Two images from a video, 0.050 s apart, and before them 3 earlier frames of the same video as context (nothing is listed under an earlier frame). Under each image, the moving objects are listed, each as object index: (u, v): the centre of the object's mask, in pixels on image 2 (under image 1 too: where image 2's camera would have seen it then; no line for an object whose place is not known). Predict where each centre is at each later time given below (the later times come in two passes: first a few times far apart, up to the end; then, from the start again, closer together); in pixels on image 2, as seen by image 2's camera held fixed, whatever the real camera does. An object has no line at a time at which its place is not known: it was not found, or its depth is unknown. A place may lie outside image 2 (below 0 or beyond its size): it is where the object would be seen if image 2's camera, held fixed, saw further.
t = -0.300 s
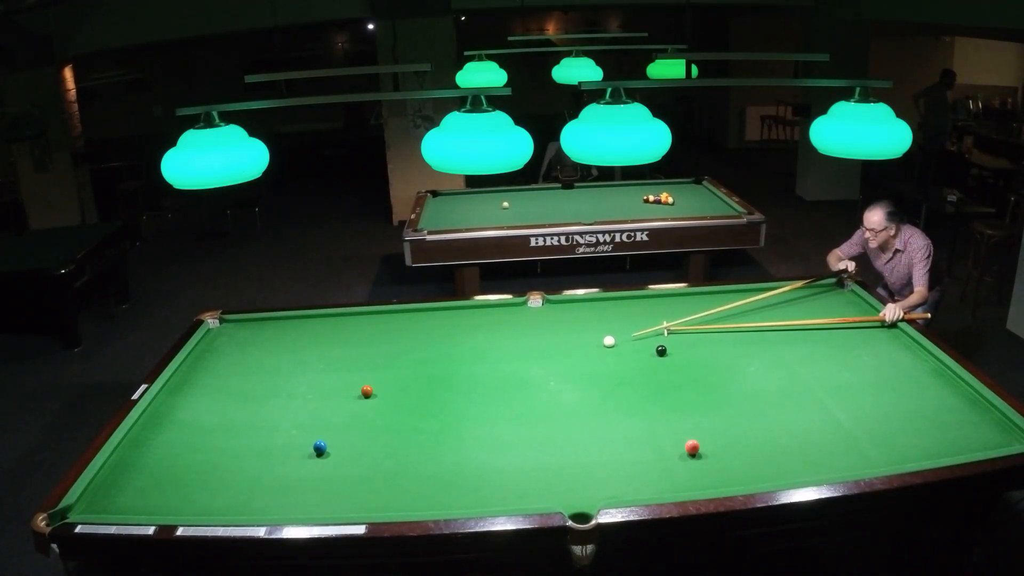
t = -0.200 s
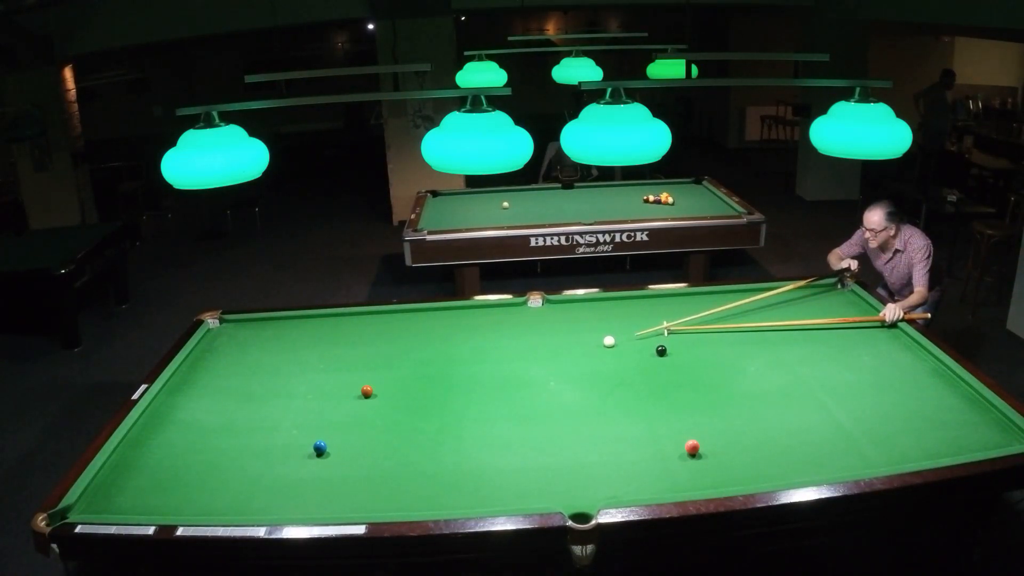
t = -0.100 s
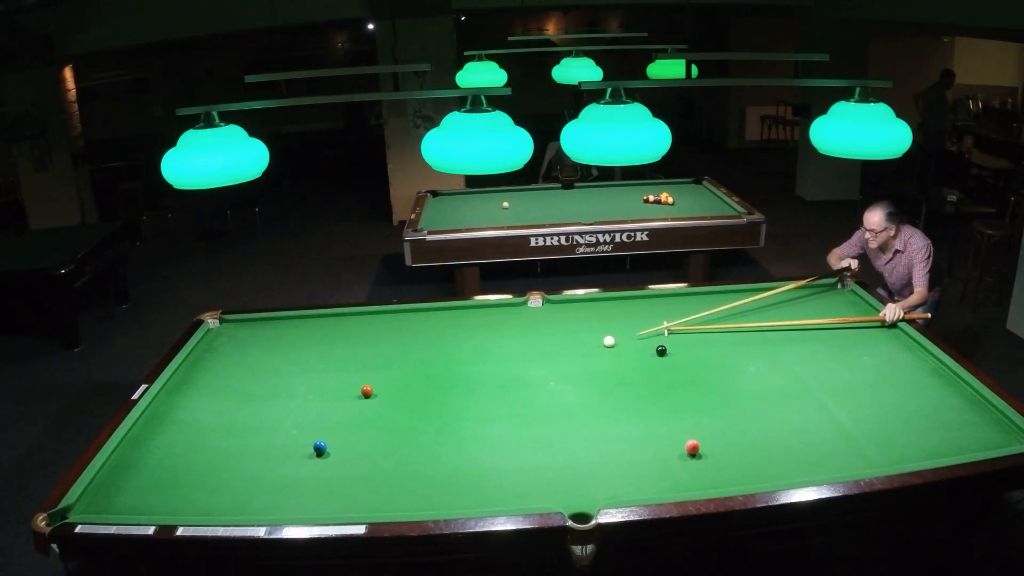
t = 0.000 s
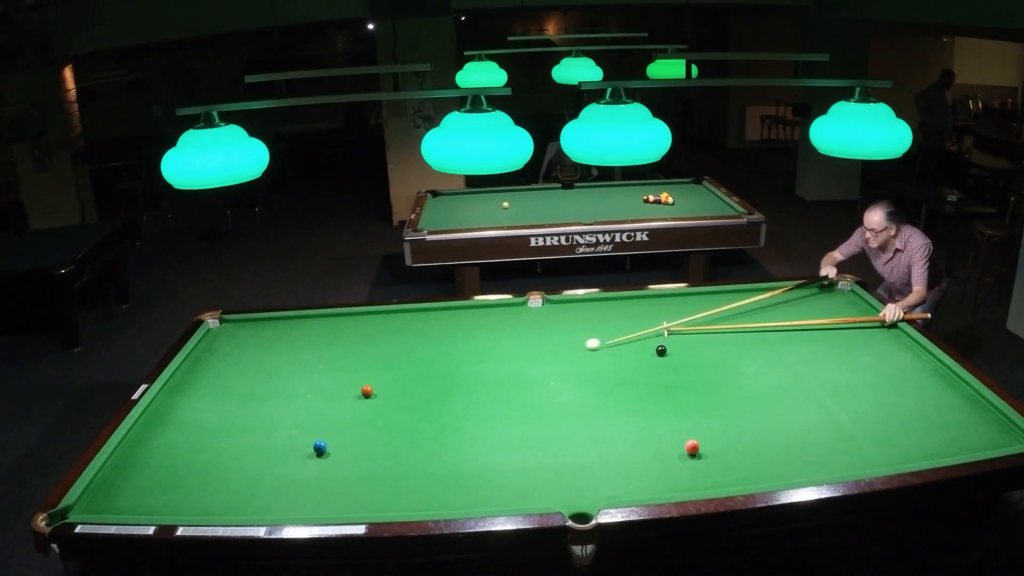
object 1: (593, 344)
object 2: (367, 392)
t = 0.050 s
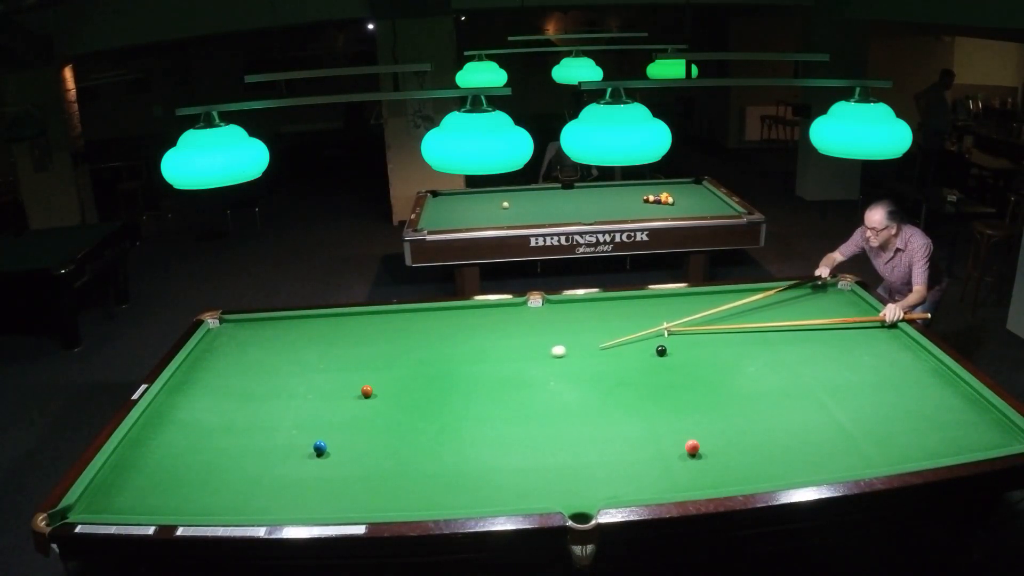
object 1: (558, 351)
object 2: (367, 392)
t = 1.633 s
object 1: (261, 355)
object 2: (124, 468)
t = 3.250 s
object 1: (505, 335)
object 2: (319, 360)
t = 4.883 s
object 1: (690, 317)
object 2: (420, 316)
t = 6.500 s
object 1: (803, 305)
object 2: (455, 336)
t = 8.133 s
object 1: (854, 298)
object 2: (467, 343)
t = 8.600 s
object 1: (846, 298)
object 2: (467, 343)
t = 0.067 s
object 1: (547, 353)
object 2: (367, 391)
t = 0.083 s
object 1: (535, 356)
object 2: (367, 391)
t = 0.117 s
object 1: (513, 360)
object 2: (367, 392)
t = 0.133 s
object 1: (502, 362)
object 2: (367, 392)
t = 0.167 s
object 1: (481, 366)
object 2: (367, 391)
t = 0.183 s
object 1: (470, 368)
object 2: (367, 391)
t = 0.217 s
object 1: (449, 372)
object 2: (367, 391)
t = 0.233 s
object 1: (438, 374)
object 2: (367, 391)
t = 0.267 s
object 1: (418, 378)
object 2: (367, 391)
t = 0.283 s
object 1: (408, 380)
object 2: (367, 391)
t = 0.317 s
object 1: (389, 384)
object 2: (367, 391)
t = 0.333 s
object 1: (380, 385)
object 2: (367, 391)
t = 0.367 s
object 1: (371, 384)
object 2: (357, 396)
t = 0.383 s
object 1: (367, 384)
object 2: (351, 399)
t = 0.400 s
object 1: (364, 383)
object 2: (345, 402)
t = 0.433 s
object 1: (356, 381)
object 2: (334, 407)
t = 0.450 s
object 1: (352, 380)
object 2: (329, 410)
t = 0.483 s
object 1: (344, 379)
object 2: (318, 415)
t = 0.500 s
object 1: (339, 378)
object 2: (314, 417)
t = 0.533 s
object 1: (331, 377)
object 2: (304, 422)
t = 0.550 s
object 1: (327, 377)
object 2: (299, 424)
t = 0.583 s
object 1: (318, 376)
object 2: (290, 429)
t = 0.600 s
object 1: (313, 376)
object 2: (285, 431)
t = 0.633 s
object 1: (305, 375)
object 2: (275, 436)
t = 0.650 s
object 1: (301, 374)
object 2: (270, 438)
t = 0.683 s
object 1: (293, 373)
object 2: (260, 443)
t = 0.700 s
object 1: (289, 373)
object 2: (255, 445)
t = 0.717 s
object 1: (284, 373)
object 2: (250, 448)
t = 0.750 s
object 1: (277, 372)
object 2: (240, 453)
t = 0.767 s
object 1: (273, 371)
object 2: (235, 455)
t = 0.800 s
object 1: (265, 370)
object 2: (225, 460)
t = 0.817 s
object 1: (261, 370)
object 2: (220, 462)
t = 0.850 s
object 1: (253, 369)
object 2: (210, 467)
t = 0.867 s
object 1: (250, 369)
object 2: (205, 469)
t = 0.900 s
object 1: (242, 368)
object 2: (194, 475)
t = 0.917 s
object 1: (239, 368)
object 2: (189, 477)
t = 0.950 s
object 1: (233, 367)
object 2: (181, 481)
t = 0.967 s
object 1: (229, 367)
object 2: (176, 483)
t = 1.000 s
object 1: (222, 366)
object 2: (165, 488)
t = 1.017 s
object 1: (219, 365)
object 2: (160, 491)
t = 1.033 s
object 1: (215, 365)
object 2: (154, 494)
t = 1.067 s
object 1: (208, 364)
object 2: (143, 499)
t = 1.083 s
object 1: (205, 364)
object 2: (138, 501)
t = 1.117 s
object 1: (198, 363)
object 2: (127, 506)
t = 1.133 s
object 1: (195, 363)
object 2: (122, 508)
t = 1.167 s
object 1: (188, 362)
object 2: (111, 511)
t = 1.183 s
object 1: (186, 362)
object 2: (107, 511)
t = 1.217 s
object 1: (192, 361)
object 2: (105, 509)
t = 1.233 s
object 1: (195, 361)
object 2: (104, 508)
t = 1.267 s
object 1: (201, 360)
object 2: (102, 505)
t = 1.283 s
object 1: (204, 360)
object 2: (101, 503)
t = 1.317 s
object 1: (209, 360)
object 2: (99, 499)
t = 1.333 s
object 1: (212, 359)
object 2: (98, 498)
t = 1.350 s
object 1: (215, 359)
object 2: (97, 496)
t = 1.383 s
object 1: (220, 359)
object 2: (95, 492)
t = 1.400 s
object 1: (223, 359)
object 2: (94, 491)
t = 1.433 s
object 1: (228, 358)
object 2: (92, 487)
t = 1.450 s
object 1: (231, 358)
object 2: (93, 486)
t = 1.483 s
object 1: (237, 357)
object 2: (99, 482)
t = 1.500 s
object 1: (239, 357)
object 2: (102, 481)
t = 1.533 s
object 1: (245, 357)
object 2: (108, 477)
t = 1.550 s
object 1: (247, 356)
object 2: (110, 476)
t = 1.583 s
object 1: (253, 356)
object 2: (116, 473)
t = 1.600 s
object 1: (256, 356)
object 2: (119, 471)
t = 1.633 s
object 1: (261, 355)
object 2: (124, 468)
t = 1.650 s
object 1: (264, 355)
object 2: (127, 467)
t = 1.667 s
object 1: (267, 355)
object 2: (129, 465)
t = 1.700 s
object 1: (272, 354)
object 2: (134, 463)
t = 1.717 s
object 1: (275, 354)
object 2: (137, 461)
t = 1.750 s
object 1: (280, 354)
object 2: (142, 458)
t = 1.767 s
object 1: (283, 354)
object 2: (144, 457)
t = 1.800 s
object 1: (288, 353)
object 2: (150, 454)
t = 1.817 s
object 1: (291, 353)
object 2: (152, 453)
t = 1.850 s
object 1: (296, 352)
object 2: (157, 450)
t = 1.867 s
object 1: (299, 352)
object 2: (159, 449)
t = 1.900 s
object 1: (304, 352)
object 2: (164, 446)
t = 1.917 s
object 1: (307, 352)
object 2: (167, 444)
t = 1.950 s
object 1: (312, 351)
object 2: (172, 442)
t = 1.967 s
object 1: (315, 351)
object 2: (174, 440)
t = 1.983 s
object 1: (318, 351)
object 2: (176, 439)
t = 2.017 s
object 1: (323, 350)
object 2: (181, 436)
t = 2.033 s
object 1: (326, 350)
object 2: (183, 436)
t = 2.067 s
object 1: (331, 350)
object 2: (188, 433)
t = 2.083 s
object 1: (333, 349)
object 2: (190, 431)
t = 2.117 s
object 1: (338, 349)
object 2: (195, 429)
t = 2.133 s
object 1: (341, 349)
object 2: (197, 428)
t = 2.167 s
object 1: (346, 348)
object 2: (201, 425)
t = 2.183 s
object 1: (349, 348)
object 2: (204, 424)
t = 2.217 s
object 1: (354, 347)
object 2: (208, 422)
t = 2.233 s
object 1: (357, 347)
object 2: (210, 420)
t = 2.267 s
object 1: (362, 347)
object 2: (214, 418)
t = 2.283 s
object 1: (365, 347)
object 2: (217, 417)
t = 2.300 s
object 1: (367, 346)
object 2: (219, 416)
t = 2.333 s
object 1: (372, 346)
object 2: (223, 413)
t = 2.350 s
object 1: (375, 346)
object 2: (225, 412)
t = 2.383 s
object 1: (380, 345)
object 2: (229, 410)
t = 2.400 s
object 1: (383, 345)
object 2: (231, 409)
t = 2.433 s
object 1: (388, 345)
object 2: (235, 406)
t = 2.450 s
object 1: (390, 344)
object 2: (237, 405)
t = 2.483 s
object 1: (395, 344)
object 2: (241, 403)
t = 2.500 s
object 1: (398, 344)
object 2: (243, 402)
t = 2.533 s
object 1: (403, 343)
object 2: (247, 400)
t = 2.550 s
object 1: (405, 343)
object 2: (249, 399)
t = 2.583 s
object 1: (410, 343)
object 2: (252, 397)
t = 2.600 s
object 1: (412, 342)
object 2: (254, 396)
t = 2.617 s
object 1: (415, 342)
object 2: (256, 395)
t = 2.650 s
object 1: (420, 342)
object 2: (260, 393)
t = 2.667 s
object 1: (422, 342)
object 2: (262, 392)
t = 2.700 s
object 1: (427, 341)
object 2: (266, 390)
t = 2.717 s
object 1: (430, 341)
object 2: (267, 389)
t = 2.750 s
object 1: (435, 341)
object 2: (271, 387)
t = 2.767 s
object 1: (437, 340)
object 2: (273, 386)
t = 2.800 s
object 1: (442, 340)
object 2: (276, 384)
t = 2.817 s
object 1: (444, 340)
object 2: (278, 382)
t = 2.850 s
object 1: (449, 339)
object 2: (281, 381)
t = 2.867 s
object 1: (451, 339)
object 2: (283, 380)
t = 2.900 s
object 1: (456, 339)
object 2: (286, 378)
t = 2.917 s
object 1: (459, 339)
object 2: (288, 377)
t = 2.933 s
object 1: (461, 338)
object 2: (290, 376)
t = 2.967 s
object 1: (466, 338)
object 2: (293, 374)
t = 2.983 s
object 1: (468, 338)
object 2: (295, 374)
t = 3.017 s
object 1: (473, 337)
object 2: (298, 372)
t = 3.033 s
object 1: (475, 337)
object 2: (299, 371)
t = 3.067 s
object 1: (480, 337)
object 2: (303, 369)
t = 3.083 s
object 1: (482, 337)
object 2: (304, 368)
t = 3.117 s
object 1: (487, 336)
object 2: (307, 367)
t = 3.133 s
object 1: (489, 336)
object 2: (309, 366)
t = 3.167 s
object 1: (494, 336)
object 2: (312, 364)
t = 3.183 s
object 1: (496, 335)
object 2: (313, 363)
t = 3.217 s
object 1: (500, 335)
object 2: (316, 362)
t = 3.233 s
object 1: (503, 335)
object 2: (318, 361)
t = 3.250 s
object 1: (505, 335)
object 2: (319, 360)
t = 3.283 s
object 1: (509, 334)
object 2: (322, 359)
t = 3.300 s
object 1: (512, 334)
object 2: (324, 358)
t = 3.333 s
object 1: (516, 334)
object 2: (327, 356)
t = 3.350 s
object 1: (518, 333)
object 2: (328, 355)
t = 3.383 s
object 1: (523, 333)
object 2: (331, 354)
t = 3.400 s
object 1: (525, 333)
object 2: (332, 353)
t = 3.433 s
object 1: (529, 332)
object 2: (335, 352)
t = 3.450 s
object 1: (531, 332)
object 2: (336, 351)
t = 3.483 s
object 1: (536, 332)
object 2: (339, 349)
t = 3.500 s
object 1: (538, 332)
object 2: (341, 349)
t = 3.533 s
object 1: (542, 331)
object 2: (343, 347)
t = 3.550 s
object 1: (544, 331)
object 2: (344, 347)
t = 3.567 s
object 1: (546, 331)
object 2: (346, 346)
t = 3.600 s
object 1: (551, 330)
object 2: (348, 345)
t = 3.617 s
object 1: (553, 330)
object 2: (350, 344)
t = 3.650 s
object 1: (557, 330)
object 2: (352, 342)
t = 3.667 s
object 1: (559, 330)
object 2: (353, 342)
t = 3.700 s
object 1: (563, 329)
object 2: (356, 340)
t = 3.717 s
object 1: (565, 329)
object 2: (357, 340)
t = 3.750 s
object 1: (569, 329)
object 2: (360, 338)
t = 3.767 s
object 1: (571, 329)
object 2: (361, 338)
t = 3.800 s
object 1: (576, 328)
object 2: (363, 336)
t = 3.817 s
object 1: (577, 328)
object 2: (364, 336)
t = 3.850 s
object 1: (581, 328)
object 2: (367, 334)
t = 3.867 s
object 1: (583, 327)
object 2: (368, 334)
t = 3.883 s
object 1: (585, 327)
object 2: (369, 333)
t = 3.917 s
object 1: (589, 327)
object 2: (372, 332)
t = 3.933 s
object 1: (591, 327)
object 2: (373, 331)
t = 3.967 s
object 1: (595, 326)
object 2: (375, 330)
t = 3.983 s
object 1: (597, 326)
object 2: (376, 330)
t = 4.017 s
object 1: (600, 326)
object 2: (378, 329)
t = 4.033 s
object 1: (602, 326)
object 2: (379, 328)
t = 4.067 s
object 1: (606, 325)
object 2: (382, 327)
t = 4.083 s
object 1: (608, 325)
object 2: (383, 326)
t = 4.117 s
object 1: (612, 325)
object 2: (385, 325)
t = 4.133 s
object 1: (614, 325)
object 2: (386, 324)
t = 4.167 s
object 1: (617, 324)
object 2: (388, 323)
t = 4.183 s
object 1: (619, 324)
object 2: (389, 323)
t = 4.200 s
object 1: (621, 324)
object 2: (390, 322)
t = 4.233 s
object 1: (625, 324)
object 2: (392, 321)
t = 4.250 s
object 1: (627, 323)
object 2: (393, 321)
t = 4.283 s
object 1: (630, 323)
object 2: (395, 320)
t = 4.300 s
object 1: (632, 323)
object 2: (396, 319)
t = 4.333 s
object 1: (635, 322)
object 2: (398, 318)
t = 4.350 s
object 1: (637, 322)
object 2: (399, 317)
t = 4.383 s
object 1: (641, 322)
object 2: (401, 316)
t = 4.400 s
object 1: (643, 322)
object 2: (402, 316)
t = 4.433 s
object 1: (646, 321)
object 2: (404, 315)
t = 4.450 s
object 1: (648, 321)
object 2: (405, 314)
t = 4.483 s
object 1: (651, 321)
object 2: (407, 313)
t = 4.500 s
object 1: (653, 321)
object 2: (408, 313)
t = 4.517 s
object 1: (654, 321)
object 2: (409, 312)
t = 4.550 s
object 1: (658, 320)
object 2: (410, 311)
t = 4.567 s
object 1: (659, 320)
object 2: (411, 311)
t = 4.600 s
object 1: (663, 320)
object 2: (412, 311)
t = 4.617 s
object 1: (664, 320)
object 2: (412, 312)
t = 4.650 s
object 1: (668, 319)
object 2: (414, 312)
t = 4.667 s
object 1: (669, 319)
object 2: (414, 312)
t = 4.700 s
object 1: (672, 319)
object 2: (415, 313)
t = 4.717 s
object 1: (674, 319)
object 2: (415, 313)
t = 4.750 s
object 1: (677, 318)
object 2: (416, 314)
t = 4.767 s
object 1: (679, 318)
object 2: (417, 314)
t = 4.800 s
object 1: (682, 318)
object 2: (418, 315)
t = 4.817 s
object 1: (683, 318)
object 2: (418, 315)
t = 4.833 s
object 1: (685, 318)
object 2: (419, 315)
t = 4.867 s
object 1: (688, 317)
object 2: (419, 316)
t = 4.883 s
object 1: (690, 317)
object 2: (420, 316)
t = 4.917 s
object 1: (693, 317)
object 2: (421, 316)
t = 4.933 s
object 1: (694, 317)
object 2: (421, 317)
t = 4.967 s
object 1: (697, 316)
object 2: (422, 317)
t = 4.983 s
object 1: (698, 316)
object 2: (423, 318)
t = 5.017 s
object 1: (702, 316)
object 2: (424, 318)
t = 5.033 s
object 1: (703, 316)
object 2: (424, 319)
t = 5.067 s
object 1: (706, 316)
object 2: (425, 319)
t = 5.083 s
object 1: (707, 316)
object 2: (425, 319)
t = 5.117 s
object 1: (710, 315)
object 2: (426, 320)
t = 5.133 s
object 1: (711, 315)
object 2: (426, 320)
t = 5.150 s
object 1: (713, 315)
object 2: (427, 320)
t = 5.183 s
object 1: (716, 315)
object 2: (428, 321)
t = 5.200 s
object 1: (717, 314)
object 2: (428, 321)
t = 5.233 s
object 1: (720, 314)
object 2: (429, 322)
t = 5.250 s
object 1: (721, 314)
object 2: (429, 322)
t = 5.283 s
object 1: (724, 314)
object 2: (430, 322)
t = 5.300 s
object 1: (725, 313)
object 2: (431, 322)
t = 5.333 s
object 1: (728, 313)
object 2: (431, 323)
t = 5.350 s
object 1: (729, 313)
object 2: (432, 323)
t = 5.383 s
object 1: (732, 313)
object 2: (433, 323)
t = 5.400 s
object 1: (733, 313)
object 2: (433, 324)
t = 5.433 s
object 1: (735, 312)
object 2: (434, 324)
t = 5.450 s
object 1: (737, 312)
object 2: (434, 325)
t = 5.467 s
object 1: (738, 312)
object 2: (435, 325)
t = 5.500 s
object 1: (741, 312)
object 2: (435, 325)
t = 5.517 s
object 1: (742, 312)
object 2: (436, 326)
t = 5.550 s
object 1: (744, 311)
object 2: (437, 326)
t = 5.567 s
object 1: (746, 311)
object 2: (437, 326)
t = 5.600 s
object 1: (748, 311)
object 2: (438, 327)
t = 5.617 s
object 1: (749, 311)
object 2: (438, 327)
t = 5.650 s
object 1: (751, 311)
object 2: (439, 327)
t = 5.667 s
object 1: (753, 311)
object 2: (439, 327)
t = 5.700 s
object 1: (755, 310)
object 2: (440, 328)
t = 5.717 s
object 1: (756, 310)
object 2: (440, 328)
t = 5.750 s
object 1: (758, 310)
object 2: (441, 328)
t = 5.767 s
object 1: (759, 310)
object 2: (442, 329)
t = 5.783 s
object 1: (761, 310)
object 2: (442, 329)
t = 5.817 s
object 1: (763, 310)
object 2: (442, 329)
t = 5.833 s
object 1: (764, 309)
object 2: (443, 329)
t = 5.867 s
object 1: (766, 309)
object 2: (444, 330)
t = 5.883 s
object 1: (767, 309)
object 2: (444, 330)
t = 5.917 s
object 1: (769, 309)
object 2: (445, 330)
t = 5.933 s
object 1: (771, 308)
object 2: (445, 330)
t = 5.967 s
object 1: (772, 308)
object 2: (446, 331)
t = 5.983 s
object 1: (774, 308)
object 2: (446, 331)
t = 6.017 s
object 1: (776, 308)
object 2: (447, 331)
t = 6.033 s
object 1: (777, 308)
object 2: (447, 332)
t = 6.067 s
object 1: (779, 308)
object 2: (447, 332)
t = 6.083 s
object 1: (780, 308)
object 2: (448, 332)
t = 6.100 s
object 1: (781, 307)
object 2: (448, 332)
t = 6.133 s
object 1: (783, 307)
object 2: (449, 333)
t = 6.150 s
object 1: (784, 307)
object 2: (449, 333)
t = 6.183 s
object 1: (786, 307)
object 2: (450, 333)
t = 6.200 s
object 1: (787, 307)
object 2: (450, 333)
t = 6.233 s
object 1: (789, 306)
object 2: (450, 333)
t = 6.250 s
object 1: (790, 306)
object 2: (451, 334)
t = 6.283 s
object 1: (791, 306)
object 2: (451, 334)
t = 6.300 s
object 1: (792, 306)
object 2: (452, 334)
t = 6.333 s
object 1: (794, 306)
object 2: (452, 335)
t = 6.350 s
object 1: (795, 306)
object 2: (452, 335)
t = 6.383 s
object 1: (797, 306)
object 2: (453, 335)
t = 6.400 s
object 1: (798, 305)
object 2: (453, 335)
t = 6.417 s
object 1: (799, 305)
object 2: (454, 336)
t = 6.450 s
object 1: (801, 305)
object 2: (454, 336)
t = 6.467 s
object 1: (802, 305)
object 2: (454, 336)
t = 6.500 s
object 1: (803, 305)
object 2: (455, 336)
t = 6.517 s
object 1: (804, 305)
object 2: (455, 336)
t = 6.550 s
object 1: (806, 305)
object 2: (456, 337)
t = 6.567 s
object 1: (807, 305)
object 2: (456, 337)
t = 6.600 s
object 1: (809, 304)
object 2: (457, 337)
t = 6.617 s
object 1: (810, 304)
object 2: (457, 337)
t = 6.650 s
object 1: (811, 304)
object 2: (457, 337)
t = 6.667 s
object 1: (812, 304)
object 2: (457, 337)
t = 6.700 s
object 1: (814, 304)
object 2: (458, 338)
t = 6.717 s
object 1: (814, 304)
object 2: (458, 338)
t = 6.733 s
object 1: (815, 304)
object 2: (458, 338)
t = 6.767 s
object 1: (817, 303)
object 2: (459, 338)
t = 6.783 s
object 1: (817, 303)
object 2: (459, 338)
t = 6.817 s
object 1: (819, 303)
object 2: (459, 339)
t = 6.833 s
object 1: (820, 303)
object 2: (460, 339)
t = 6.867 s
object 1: (822, 303)
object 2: (460, 339)
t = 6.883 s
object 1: (822, 303)
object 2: (460, 339)
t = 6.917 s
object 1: (824, 303)
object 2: (461, 339)
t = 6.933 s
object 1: (824, 302)
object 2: (461, 339)
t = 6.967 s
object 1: (826, 302)
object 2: (461, 340)
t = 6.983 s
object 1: (827, 302)
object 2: (462, 340)
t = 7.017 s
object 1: (828, 302)
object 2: (462, 340)
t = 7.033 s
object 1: (829, 302)
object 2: (462, 340)
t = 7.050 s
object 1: (830, 302)
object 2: (462, 340)
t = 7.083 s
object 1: (831, 302)
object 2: (463, 340)
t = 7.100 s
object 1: (832, 301)
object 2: (463, 340)
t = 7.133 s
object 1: (833, 302)
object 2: (463, 340)
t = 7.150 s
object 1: (834, 301)
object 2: (463, 340)
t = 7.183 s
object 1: (835, 301)
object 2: (464, 341)
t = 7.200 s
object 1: (836, 301)
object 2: (464, 341)
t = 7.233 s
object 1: (837, 301)
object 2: (464, 341)
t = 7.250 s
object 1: (838, 301)
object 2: (464, 341)
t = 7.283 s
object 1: (839, 301)
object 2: (465, 341)
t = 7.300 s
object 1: (840, 301)
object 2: (465, 341)
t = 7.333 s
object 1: (841, 300)
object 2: (465, 341)
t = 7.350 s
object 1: (842, 300)
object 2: (465, 341)
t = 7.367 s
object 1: (843, 300)
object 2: (465, 341)
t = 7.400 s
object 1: (844, 300)
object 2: (465, 342)
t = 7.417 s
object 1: (844, 300)
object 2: (465, 342)
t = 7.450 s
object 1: (845, 300)
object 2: (466, 342)
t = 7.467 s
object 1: (846, 300)
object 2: (466, 342)
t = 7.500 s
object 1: (847, 299)
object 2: (466, 342)
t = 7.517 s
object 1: (848, 300)
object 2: (466, 342)
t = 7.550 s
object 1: (849, 299)
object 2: (466, 342)
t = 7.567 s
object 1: (849, 299)
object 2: (466, 342)
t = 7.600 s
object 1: (851, 299)
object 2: (466, 342)
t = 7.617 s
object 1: (851, 299)
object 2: (467, 342)
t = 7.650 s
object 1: (852, 299)
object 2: (467, 342)
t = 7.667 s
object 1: (853, 299)
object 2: (467, 342)
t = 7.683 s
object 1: (854, 299)
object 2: (467, 342)
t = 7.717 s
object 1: (855, 299)
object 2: (467, 343)
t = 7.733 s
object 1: (855, 299)
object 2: (467, 343)
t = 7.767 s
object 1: (856, 298)
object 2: (467, 343)
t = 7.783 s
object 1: (857, 298)
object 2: (467, 343)
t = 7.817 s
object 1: (858, 298)
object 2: (467, 343)
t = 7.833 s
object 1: (858, 298)
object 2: (467, 343)
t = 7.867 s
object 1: (859, 298)
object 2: (467, 343)
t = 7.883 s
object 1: (858, 298)
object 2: (467, 343)
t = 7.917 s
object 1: (858, 298)
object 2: (467, 343)
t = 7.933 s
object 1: (857, 298)
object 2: (467, 343)
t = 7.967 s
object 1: (857, 298)
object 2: (467, 343)
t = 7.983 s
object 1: (856, 298)
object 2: (467, 343)
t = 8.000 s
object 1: (856, 298)
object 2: (467, 343)
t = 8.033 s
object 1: (855, 298)
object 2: (467, 343)
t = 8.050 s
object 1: (855, 298)
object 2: (467, 343)
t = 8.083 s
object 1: (855, 298)
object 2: (467, 343)
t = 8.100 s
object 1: (854, 298)
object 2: (467, 343)
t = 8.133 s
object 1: (854, 298)
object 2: (467, 343)
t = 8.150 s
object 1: (853, 298)
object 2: (467, 343)
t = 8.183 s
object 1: (853, 298)
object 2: (467, 343)
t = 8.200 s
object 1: (852, 298)
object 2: (467, 343)
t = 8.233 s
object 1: (852, 298)
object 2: (467, 343)
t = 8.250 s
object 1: (851, 298)
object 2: (467, 343)
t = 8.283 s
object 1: (851, 298)
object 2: (467, 343)
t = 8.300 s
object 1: (850, 298)
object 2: (467, 343)
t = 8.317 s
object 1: (850, 298)
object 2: (467, 343)
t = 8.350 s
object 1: (850, 298)
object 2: (467, 343)
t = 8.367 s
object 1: (849, 298)
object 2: (467, 343)
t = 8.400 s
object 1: (849, 298)
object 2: (467, 343)
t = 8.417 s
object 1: (849, 298)
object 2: (467, 343)
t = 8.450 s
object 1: (848, 298)
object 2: (467, 343)
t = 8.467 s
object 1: (848, 298)
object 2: (467, 343)
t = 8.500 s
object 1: (847, 298)
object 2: (467, 343)
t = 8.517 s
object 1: (847, 298)
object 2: (467, 343)
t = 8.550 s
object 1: (847, 298)
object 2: (467, 343)
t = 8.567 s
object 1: (846, 298)
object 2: (467, 343)
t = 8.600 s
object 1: (846, 298)
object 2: (467, 343)
